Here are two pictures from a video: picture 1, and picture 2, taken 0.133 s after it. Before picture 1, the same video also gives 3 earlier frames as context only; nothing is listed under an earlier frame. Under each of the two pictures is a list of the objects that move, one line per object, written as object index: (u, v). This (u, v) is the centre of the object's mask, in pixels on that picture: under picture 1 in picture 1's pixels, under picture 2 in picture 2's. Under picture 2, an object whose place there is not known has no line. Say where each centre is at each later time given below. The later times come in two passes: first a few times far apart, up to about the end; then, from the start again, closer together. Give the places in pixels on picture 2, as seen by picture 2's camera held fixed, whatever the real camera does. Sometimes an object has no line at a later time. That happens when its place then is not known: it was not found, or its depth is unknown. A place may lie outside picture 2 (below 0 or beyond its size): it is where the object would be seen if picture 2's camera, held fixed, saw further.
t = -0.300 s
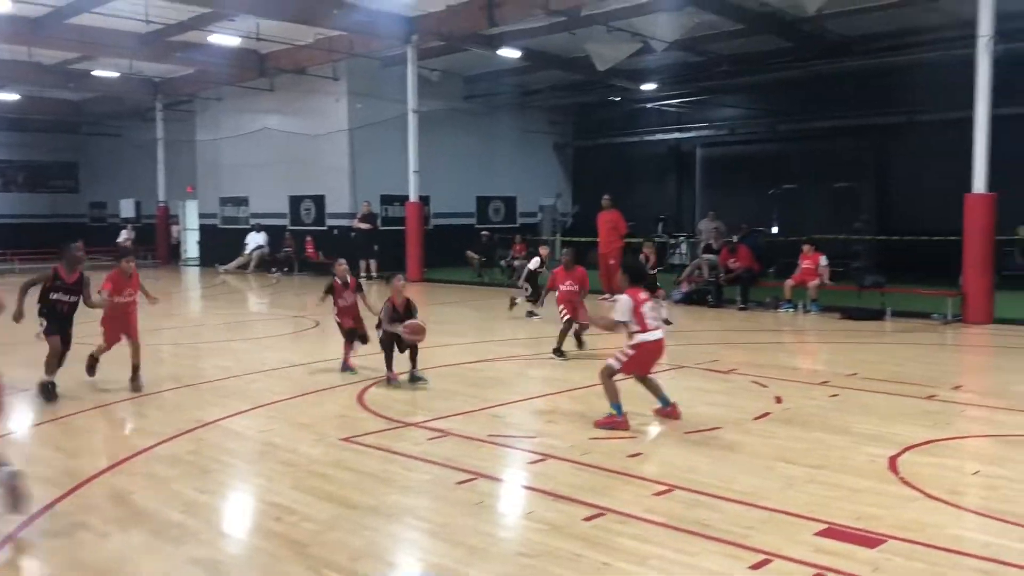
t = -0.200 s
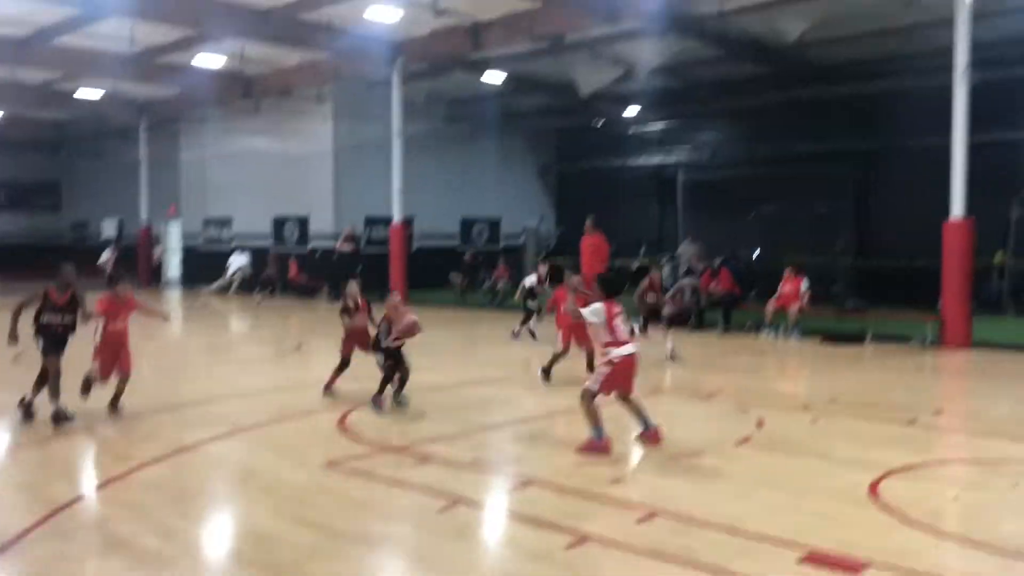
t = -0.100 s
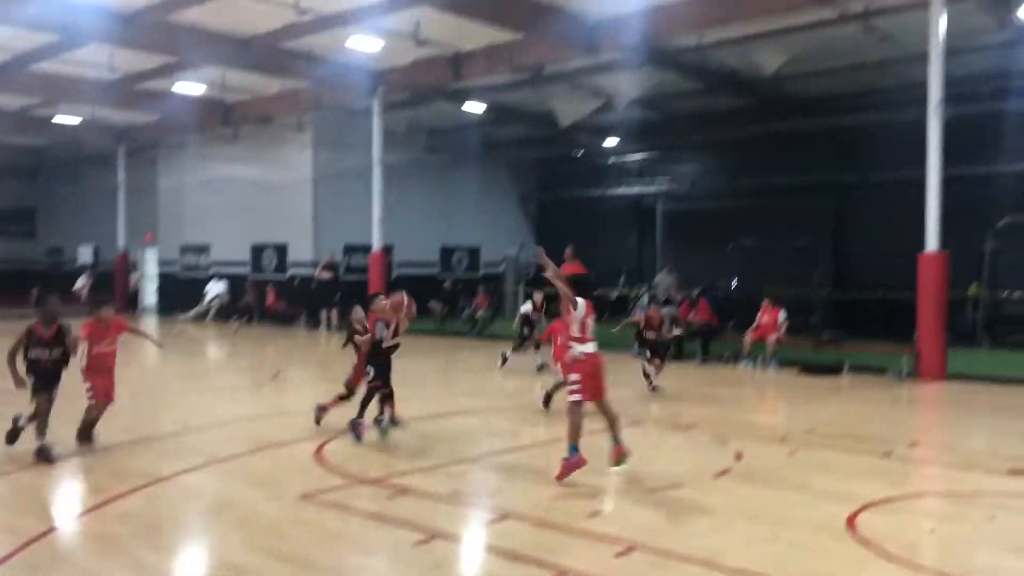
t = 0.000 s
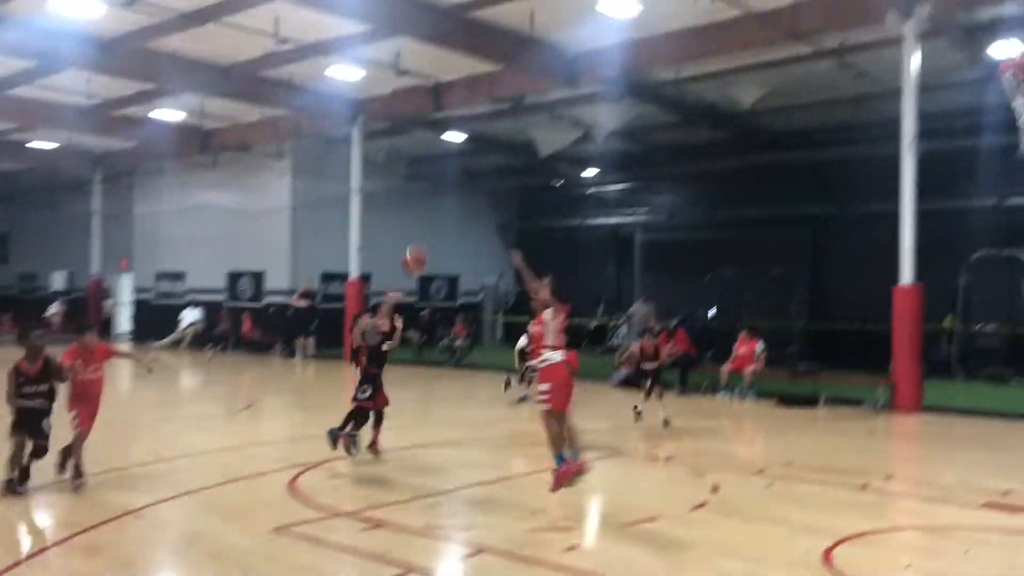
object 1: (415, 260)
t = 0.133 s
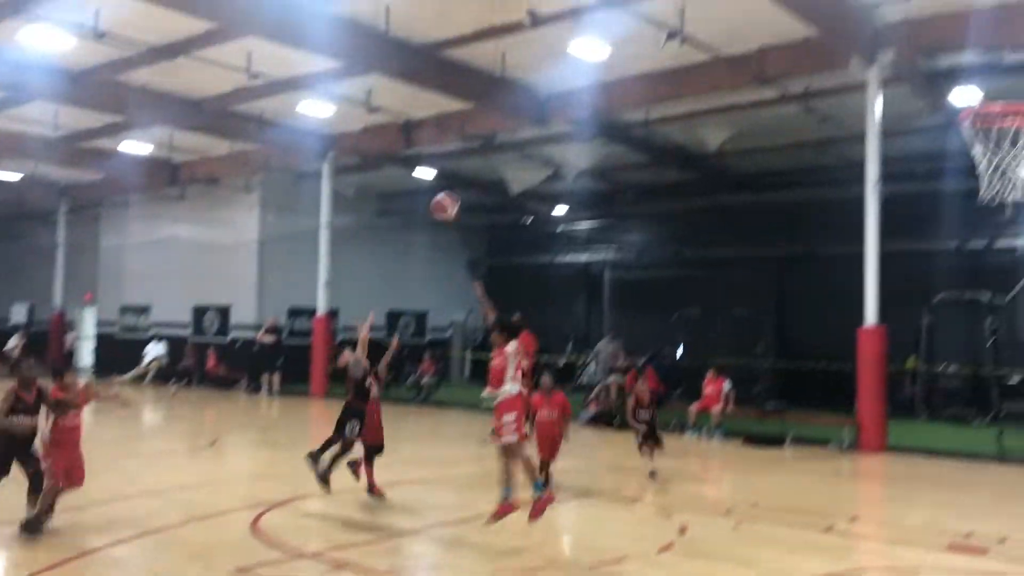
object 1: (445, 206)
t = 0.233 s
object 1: (493, 149)
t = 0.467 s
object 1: (614, 50)
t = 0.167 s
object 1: (461, 187)
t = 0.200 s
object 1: (477, 167)
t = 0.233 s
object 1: (493, 149)
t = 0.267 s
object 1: (509, 132)
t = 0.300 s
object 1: (525, 115)
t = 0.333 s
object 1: (539, 99)
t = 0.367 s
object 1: (554, 85)
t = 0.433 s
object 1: (595, 63)
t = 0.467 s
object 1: (614, 50)
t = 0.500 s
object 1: (629, 41)
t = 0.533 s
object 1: (647, 33)
